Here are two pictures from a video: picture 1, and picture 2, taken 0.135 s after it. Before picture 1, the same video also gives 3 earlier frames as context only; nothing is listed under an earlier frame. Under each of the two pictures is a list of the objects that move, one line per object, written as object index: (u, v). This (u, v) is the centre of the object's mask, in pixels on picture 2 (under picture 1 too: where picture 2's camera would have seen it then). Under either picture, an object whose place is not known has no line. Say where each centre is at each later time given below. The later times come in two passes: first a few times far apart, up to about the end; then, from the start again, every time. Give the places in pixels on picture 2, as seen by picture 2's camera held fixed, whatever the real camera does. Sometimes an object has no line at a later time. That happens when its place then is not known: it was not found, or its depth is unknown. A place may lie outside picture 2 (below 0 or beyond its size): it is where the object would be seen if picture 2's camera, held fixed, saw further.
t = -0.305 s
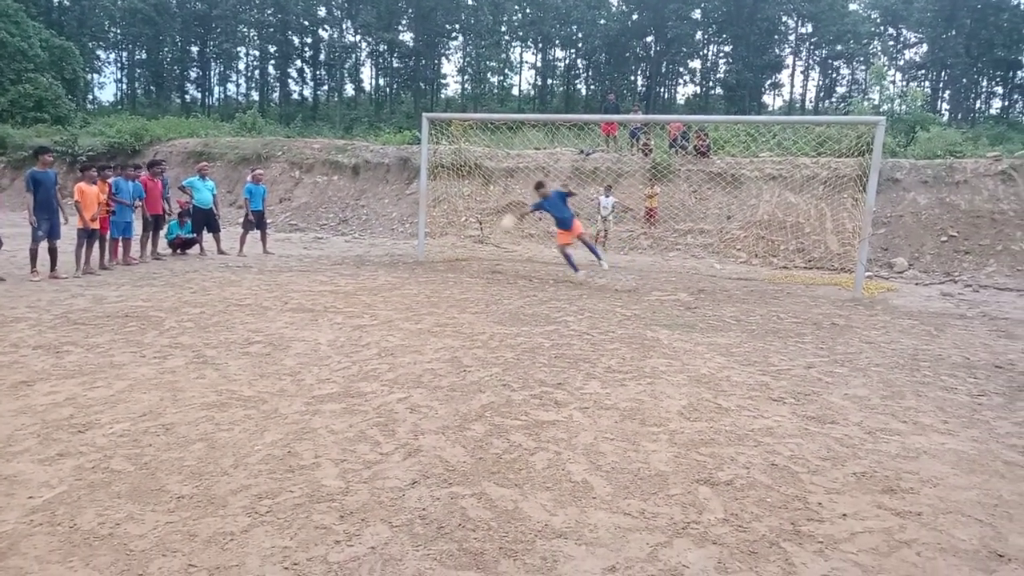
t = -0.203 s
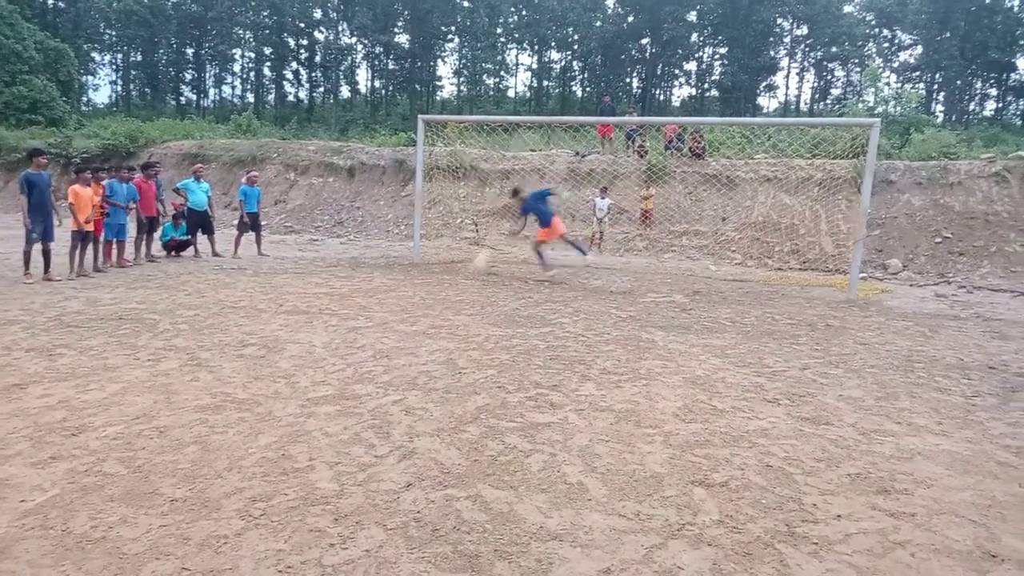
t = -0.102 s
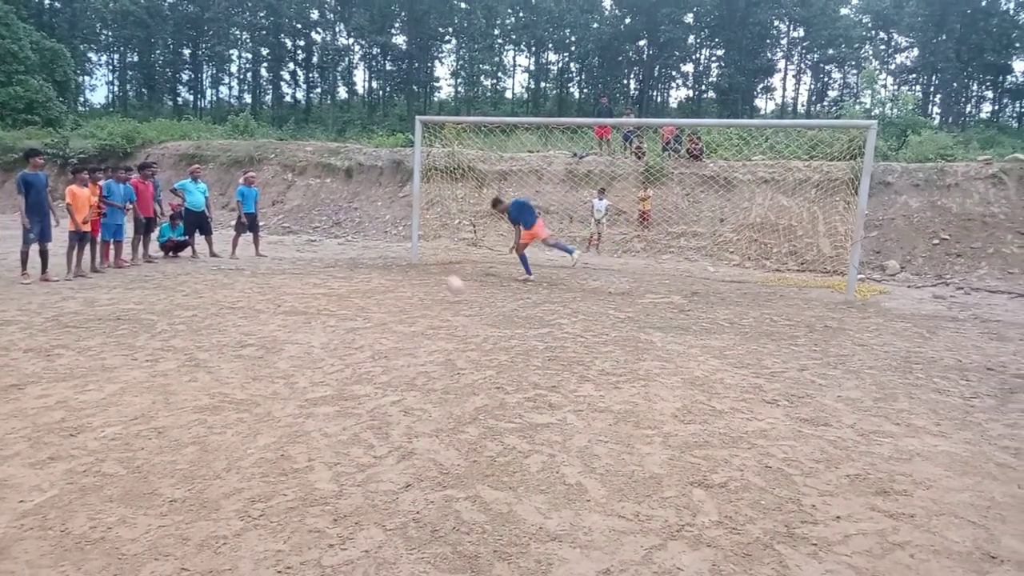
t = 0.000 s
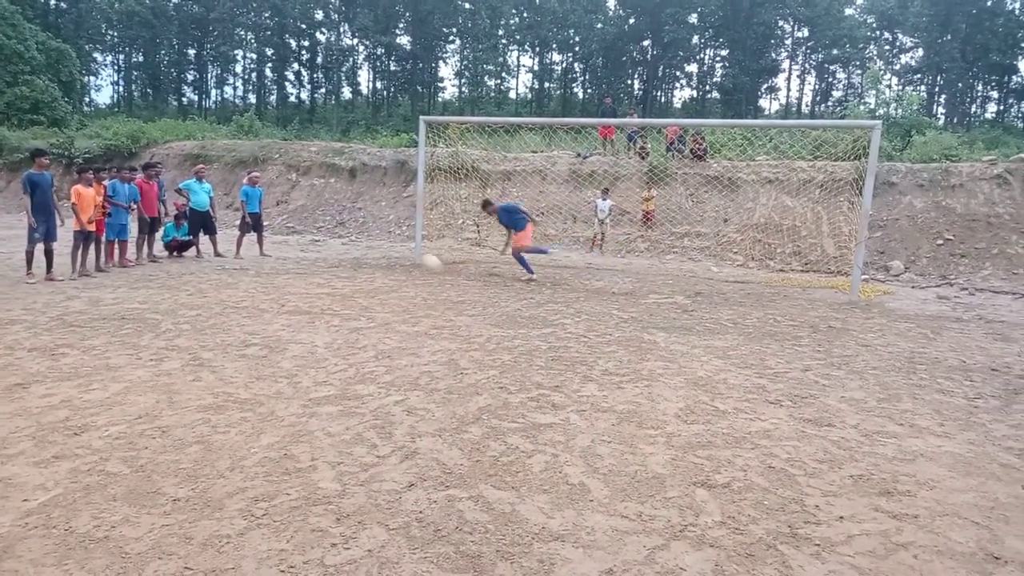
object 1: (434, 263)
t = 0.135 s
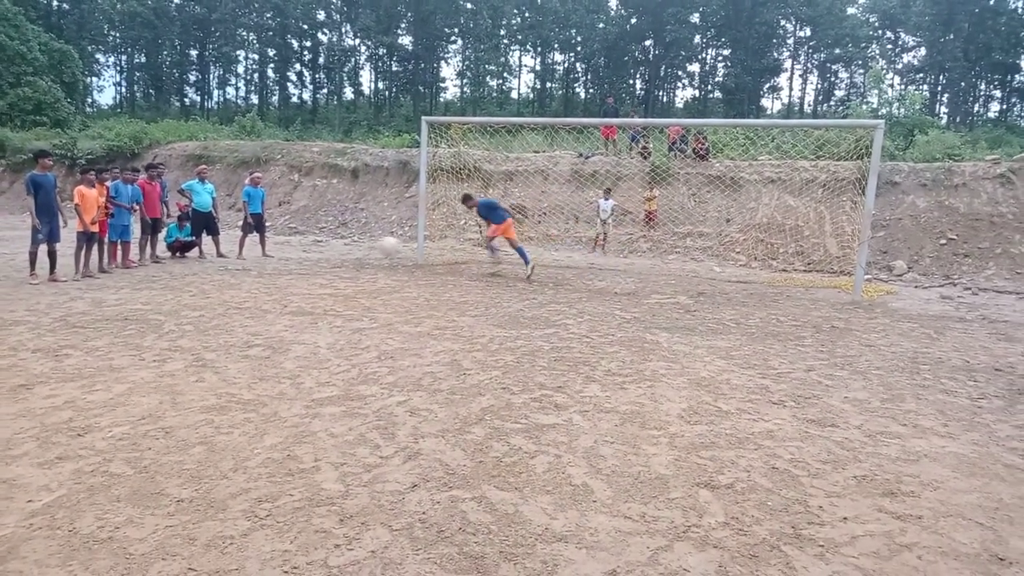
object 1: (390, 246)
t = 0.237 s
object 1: (352, 243)
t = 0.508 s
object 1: (220, 292)
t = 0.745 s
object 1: (44, 329)
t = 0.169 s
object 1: (378, 245)
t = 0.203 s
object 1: (366, 243)
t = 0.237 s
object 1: (352, 243)
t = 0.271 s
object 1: (339, 244)
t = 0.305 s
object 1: (324, 248)
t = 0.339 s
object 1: (309, 251)
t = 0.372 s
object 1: (293, 253)
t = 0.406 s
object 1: (276, 260)
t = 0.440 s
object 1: (260, 269)
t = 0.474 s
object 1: (240, 280)
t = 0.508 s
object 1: (220, 292)
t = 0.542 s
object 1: (200, 308)
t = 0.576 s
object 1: (177, 323)
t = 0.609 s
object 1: (154, 343)
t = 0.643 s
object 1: (128, 359)
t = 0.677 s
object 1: (102, 346)
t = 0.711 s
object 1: (72, 336)
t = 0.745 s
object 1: (44, 329)
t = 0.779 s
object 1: (8, 320)
